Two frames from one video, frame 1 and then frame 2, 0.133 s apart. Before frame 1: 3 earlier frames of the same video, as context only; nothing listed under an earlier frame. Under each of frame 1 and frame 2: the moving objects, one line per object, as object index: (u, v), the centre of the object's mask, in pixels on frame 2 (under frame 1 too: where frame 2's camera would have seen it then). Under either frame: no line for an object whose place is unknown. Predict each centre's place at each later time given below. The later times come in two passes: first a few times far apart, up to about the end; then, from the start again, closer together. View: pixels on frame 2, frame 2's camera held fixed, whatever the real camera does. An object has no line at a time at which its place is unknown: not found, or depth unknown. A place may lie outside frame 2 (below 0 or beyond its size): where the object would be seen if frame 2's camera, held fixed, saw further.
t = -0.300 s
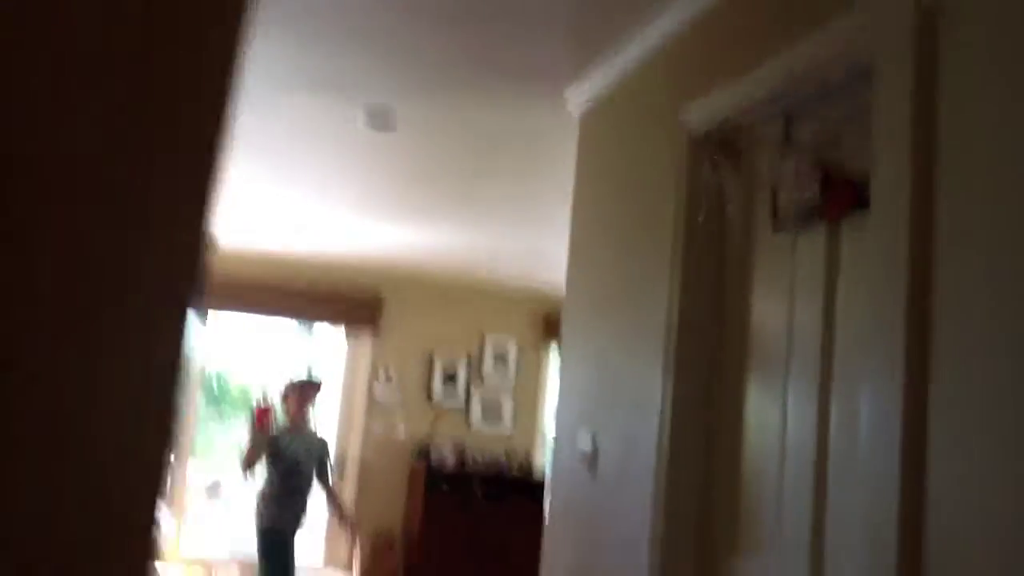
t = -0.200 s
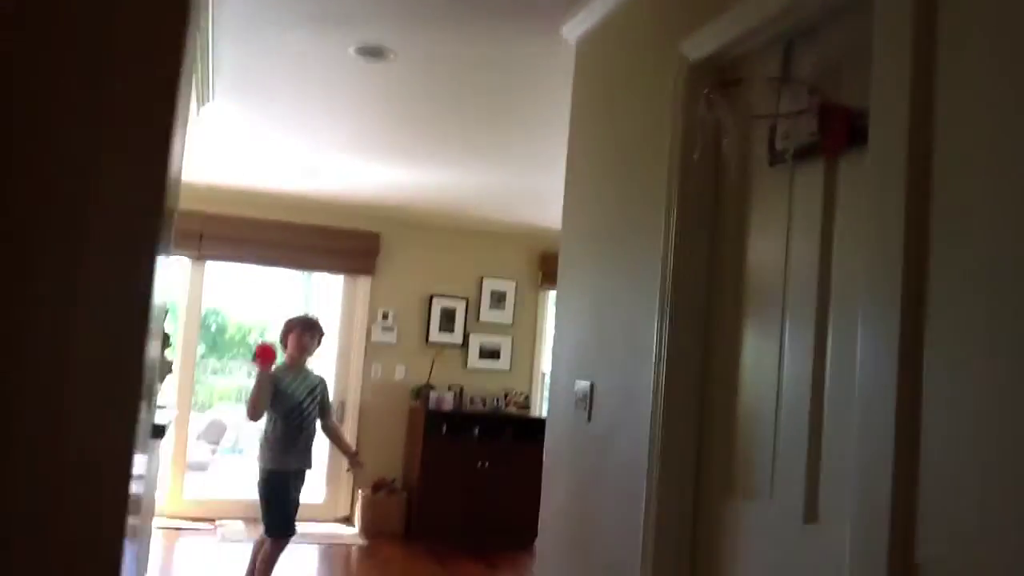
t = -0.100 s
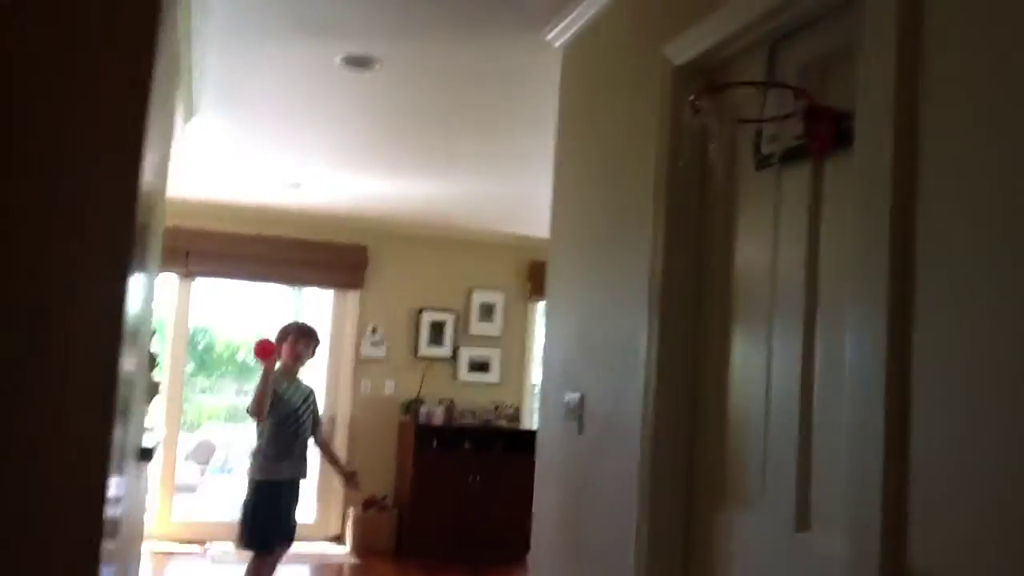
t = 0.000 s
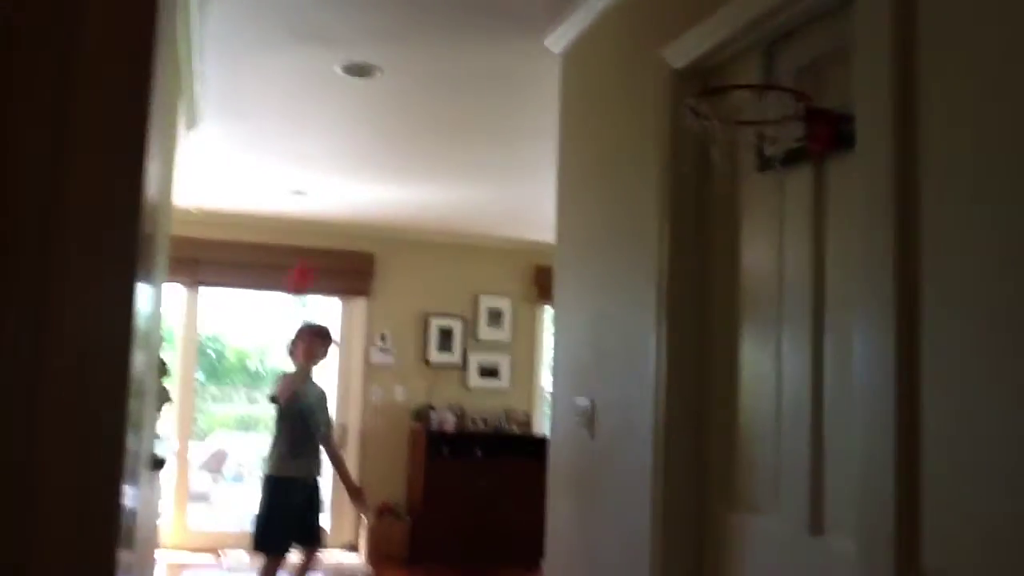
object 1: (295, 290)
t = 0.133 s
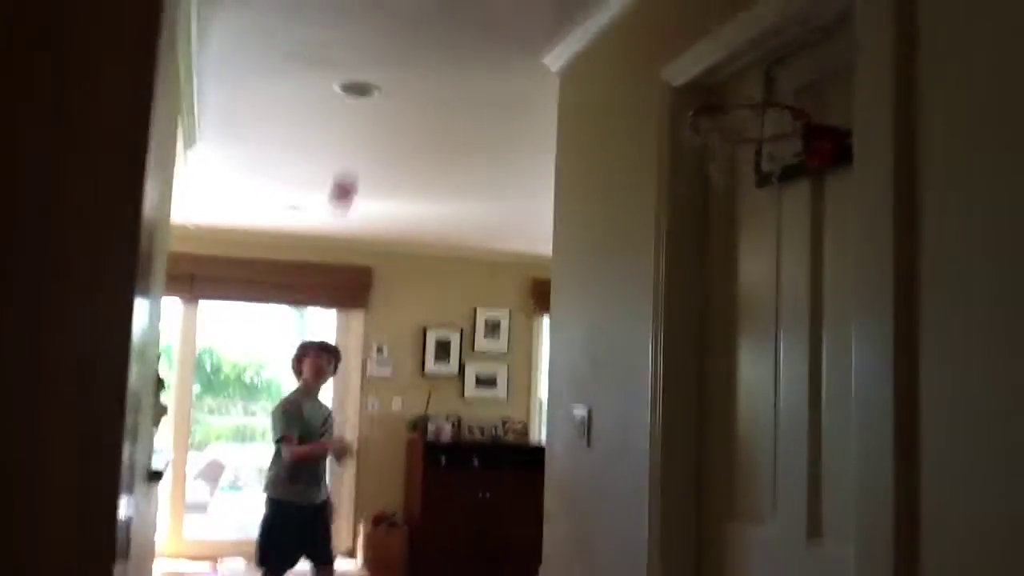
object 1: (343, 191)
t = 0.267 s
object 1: (396, 111)
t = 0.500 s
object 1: (525, 63)
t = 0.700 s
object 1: (739, 243)
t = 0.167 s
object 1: (355, 170)
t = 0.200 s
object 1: (369, 147)
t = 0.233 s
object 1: (381, 128)
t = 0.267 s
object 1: (396, 111)
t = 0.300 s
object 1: (410, 98)
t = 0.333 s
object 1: (426, 87)
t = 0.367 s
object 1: (442, 77)
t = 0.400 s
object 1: (461, 69)
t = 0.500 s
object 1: (525, 63)
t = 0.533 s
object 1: (554, 75)
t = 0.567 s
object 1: (581, 92)
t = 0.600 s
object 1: (611, 115)
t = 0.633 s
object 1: (648, 147)
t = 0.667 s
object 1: (697, 189)
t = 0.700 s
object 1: (739, 243)
